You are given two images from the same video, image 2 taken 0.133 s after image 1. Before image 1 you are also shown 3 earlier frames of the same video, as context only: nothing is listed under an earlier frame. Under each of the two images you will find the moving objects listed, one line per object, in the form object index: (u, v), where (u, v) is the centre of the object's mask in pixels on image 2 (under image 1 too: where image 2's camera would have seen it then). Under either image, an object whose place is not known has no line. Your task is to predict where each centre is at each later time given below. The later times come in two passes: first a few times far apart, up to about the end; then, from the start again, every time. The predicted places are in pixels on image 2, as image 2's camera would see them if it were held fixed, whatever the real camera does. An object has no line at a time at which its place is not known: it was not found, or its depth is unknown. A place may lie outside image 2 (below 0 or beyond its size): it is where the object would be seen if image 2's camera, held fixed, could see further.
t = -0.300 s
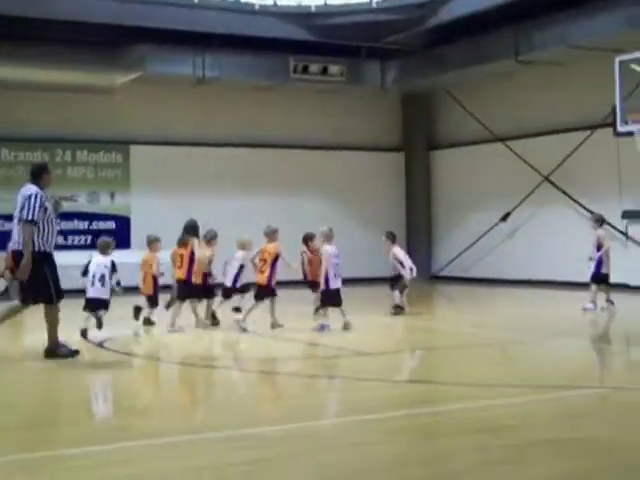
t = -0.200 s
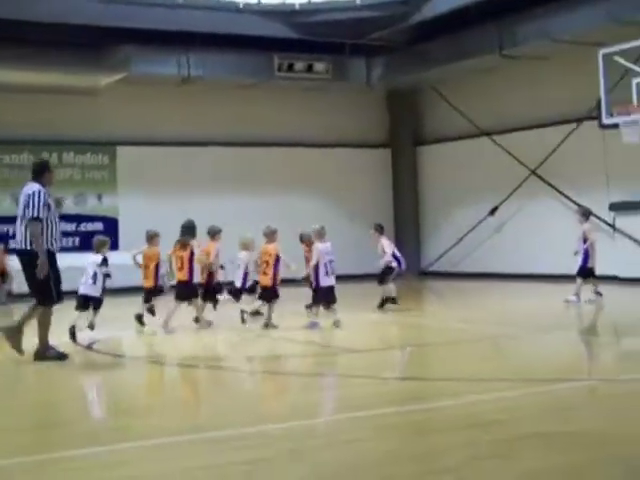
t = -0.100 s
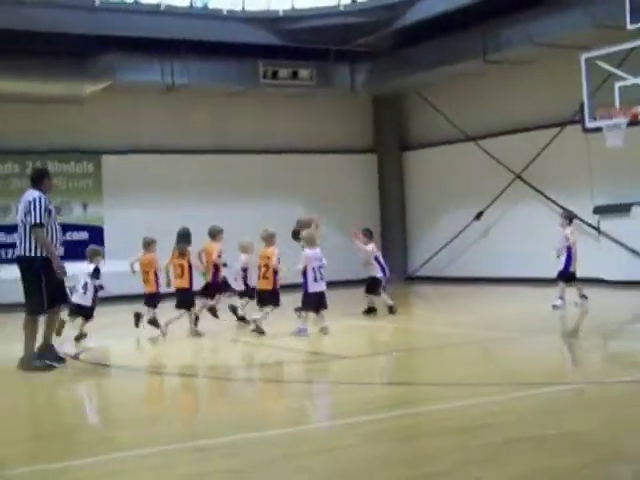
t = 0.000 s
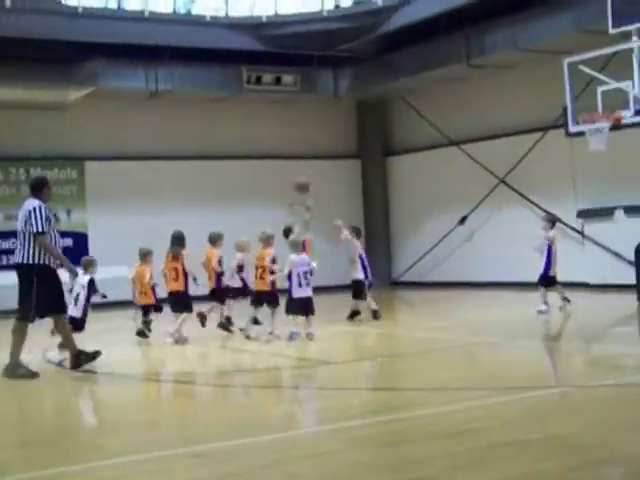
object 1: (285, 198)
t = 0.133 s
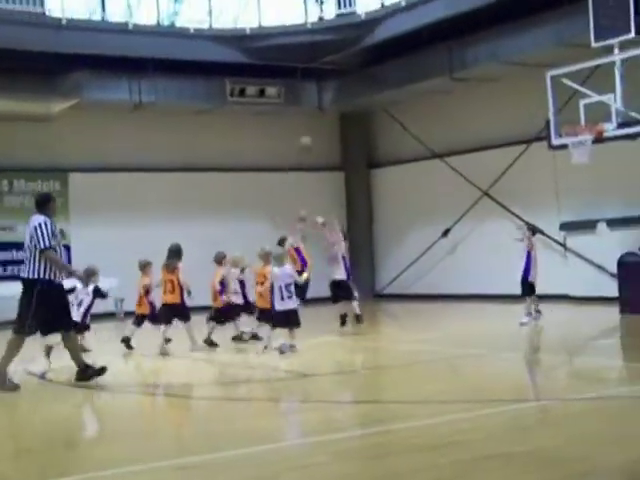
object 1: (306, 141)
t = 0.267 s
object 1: (325, 106)
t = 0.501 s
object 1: (363, 72)
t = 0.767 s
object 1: (408, 78)
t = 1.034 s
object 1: (454, 137)
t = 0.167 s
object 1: (310, 130)
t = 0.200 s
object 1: (314, 120)
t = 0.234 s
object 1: (320, 112)
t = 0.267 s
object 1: (325, 106)
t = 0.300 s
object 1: (330, 95)
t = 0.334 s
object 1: (336, 89)
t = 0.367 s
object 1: (342, 84)
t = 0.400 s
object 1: (347, 81)
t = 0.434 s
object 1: (352, 78)
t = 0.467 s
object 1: (358, 74)
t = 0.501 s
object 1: (363, 72)
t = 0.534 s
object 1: (368, 70)
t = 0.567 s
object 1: (374, 68)
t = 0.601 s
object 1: (379, 68)
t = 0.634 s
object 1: (385, 69)
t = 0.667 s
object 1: (391, 70)
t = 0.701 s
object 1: (397, 72)
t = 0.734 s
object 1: (403, 76)
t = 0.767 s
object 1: (408, 78)
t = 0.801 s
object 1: (413, 82)
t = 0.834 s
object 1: (419, 87)
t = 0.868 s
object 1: (424, 92)
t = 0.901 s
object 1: (431, 102)
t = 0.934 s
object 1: (436, 110)
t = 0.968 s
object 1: (443, 118)
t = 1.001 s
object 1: (449, 127)
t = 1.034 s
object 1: (454, 137)
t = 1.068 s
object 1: (461, 148)
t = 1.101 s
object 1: (467, 163)
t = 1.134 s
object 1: (474, 174)
